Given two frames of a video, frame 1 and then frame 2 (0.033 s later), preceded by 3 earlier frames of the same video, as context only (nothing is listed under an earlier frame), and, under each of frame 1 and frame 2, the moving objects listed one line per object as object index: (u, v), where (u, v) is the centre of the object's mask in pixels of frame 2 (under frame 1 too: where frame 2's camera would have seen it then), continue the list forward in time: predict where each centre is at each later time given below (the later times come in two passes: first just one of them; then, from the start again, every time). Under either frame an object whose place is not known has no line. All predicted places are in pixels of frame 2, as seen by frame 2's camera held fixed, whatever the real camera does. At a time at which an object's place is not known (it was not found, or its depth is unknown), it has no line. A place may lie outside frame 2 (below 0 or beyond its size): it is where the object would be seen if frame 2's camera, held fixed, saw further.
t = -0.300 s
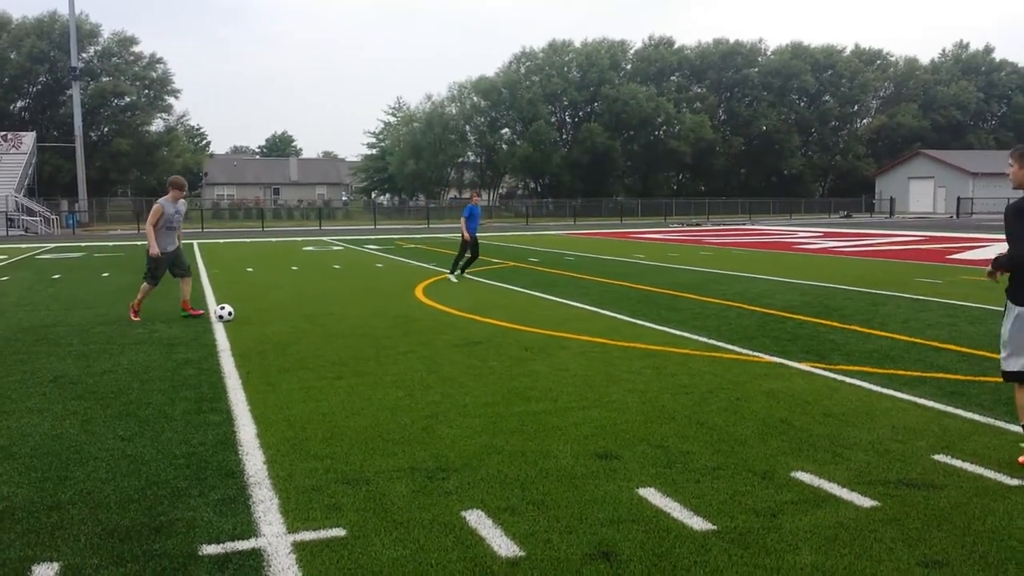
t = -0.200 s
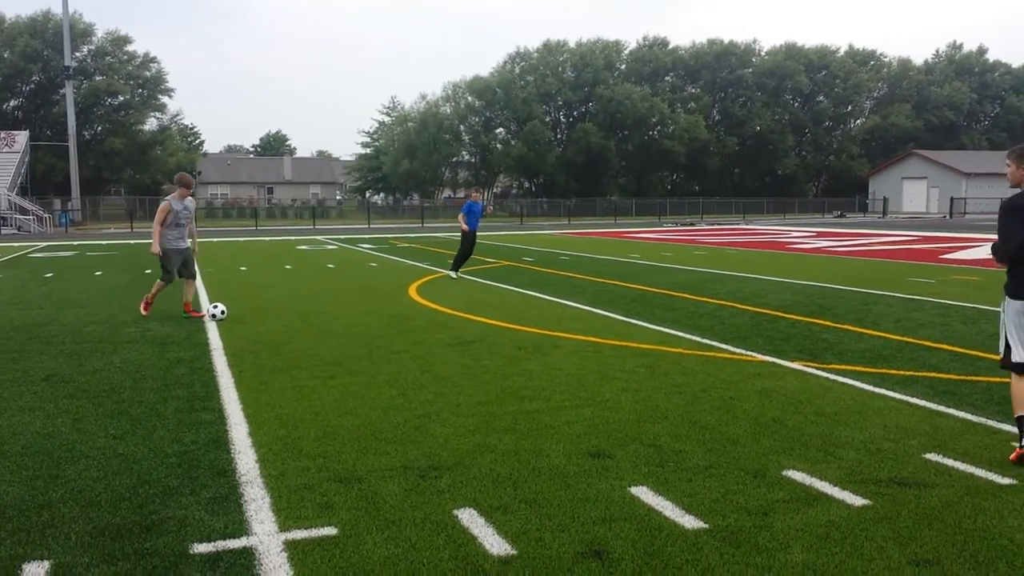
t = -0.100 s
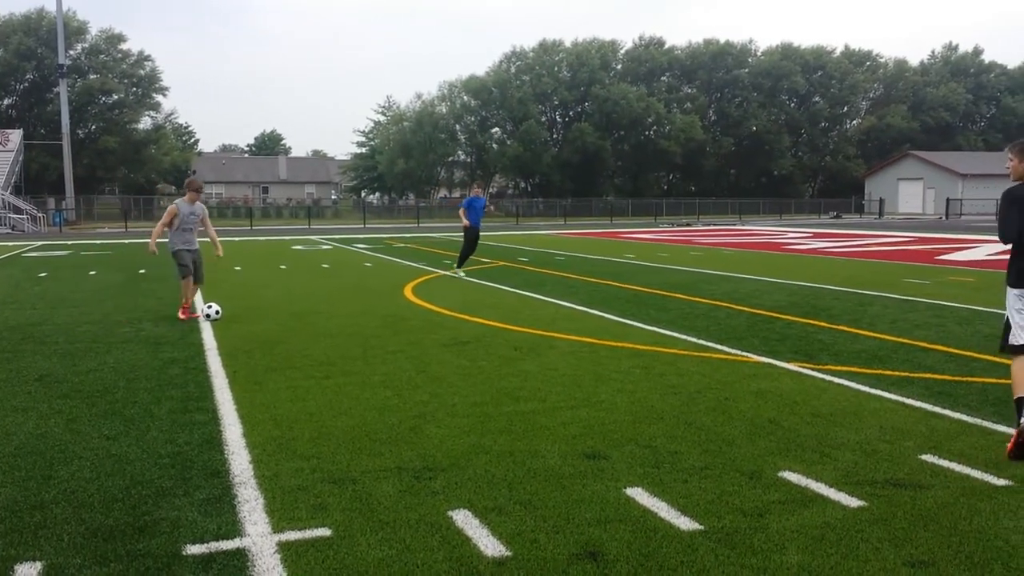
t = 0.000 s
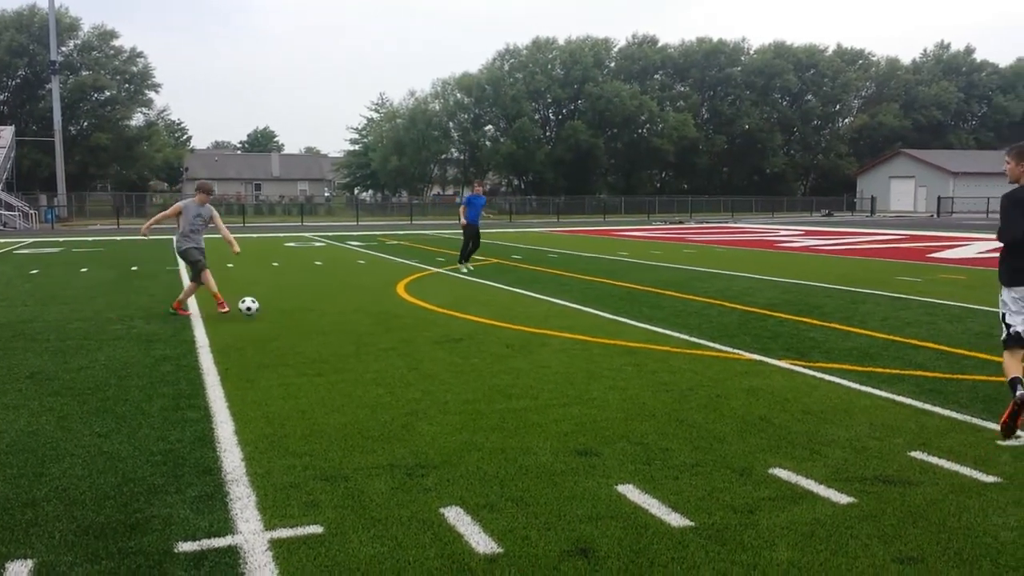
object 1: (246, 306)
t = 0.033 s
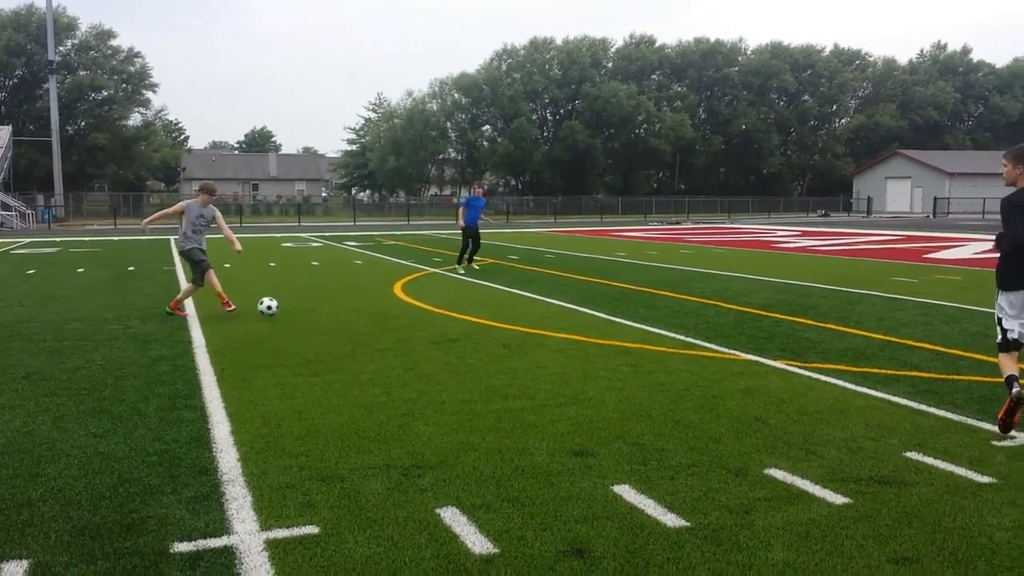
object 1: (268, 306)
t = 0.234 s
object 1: (403, 314)
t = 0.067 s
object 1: (290, 307)
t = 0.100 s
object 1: (314, 308)
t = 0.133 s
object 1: (336, 311)
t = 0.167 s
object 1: (359, 314)
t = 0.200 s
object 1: (382, 314)
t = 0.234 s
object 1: (403, 314)
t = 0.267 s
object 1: (424, 314)
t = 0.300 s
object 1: (445, 315)
